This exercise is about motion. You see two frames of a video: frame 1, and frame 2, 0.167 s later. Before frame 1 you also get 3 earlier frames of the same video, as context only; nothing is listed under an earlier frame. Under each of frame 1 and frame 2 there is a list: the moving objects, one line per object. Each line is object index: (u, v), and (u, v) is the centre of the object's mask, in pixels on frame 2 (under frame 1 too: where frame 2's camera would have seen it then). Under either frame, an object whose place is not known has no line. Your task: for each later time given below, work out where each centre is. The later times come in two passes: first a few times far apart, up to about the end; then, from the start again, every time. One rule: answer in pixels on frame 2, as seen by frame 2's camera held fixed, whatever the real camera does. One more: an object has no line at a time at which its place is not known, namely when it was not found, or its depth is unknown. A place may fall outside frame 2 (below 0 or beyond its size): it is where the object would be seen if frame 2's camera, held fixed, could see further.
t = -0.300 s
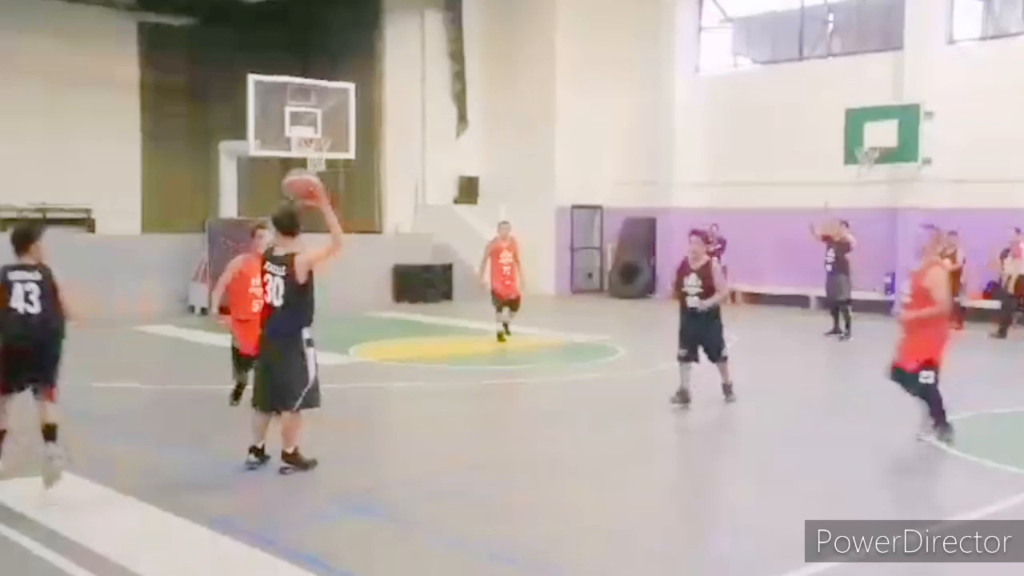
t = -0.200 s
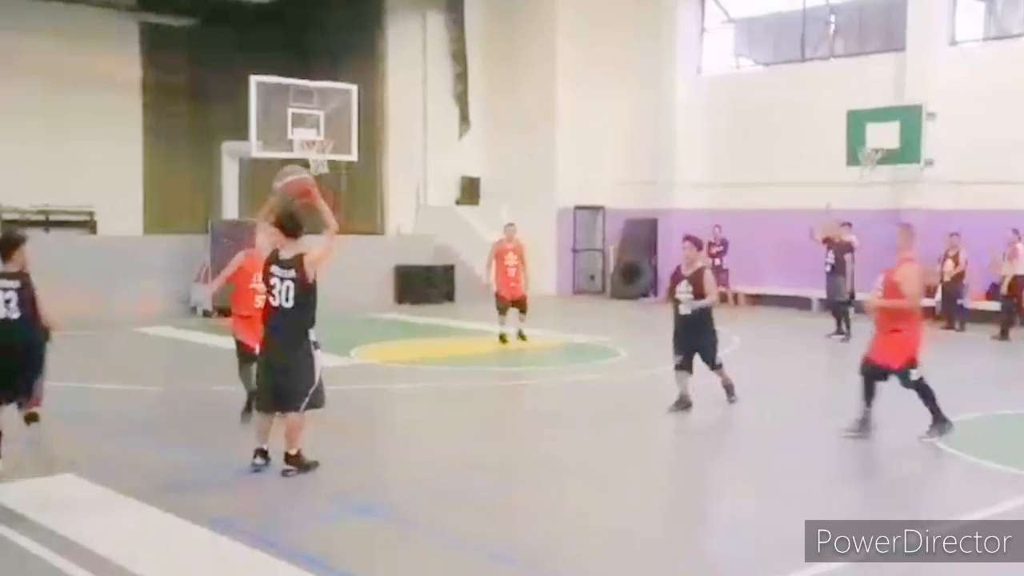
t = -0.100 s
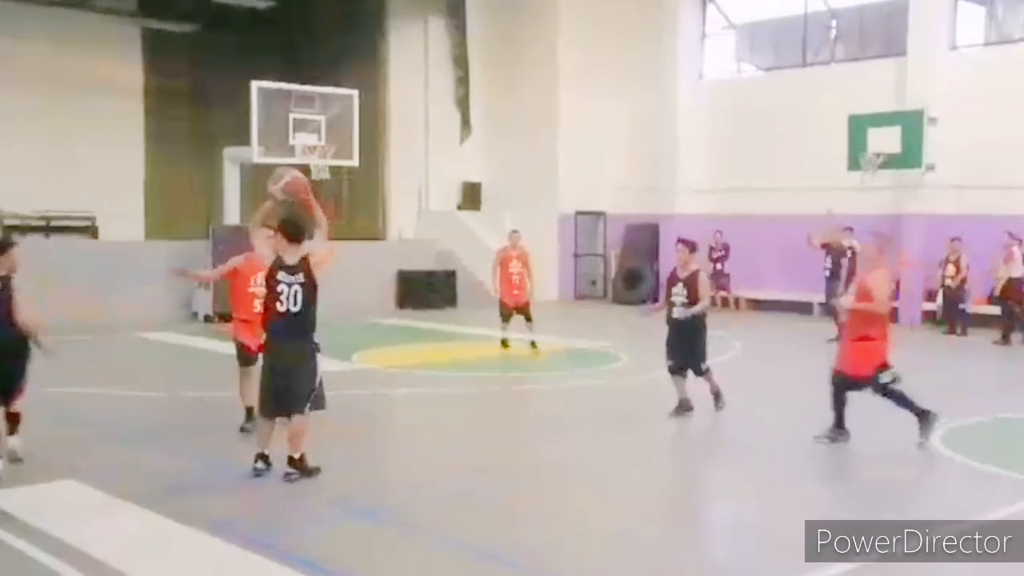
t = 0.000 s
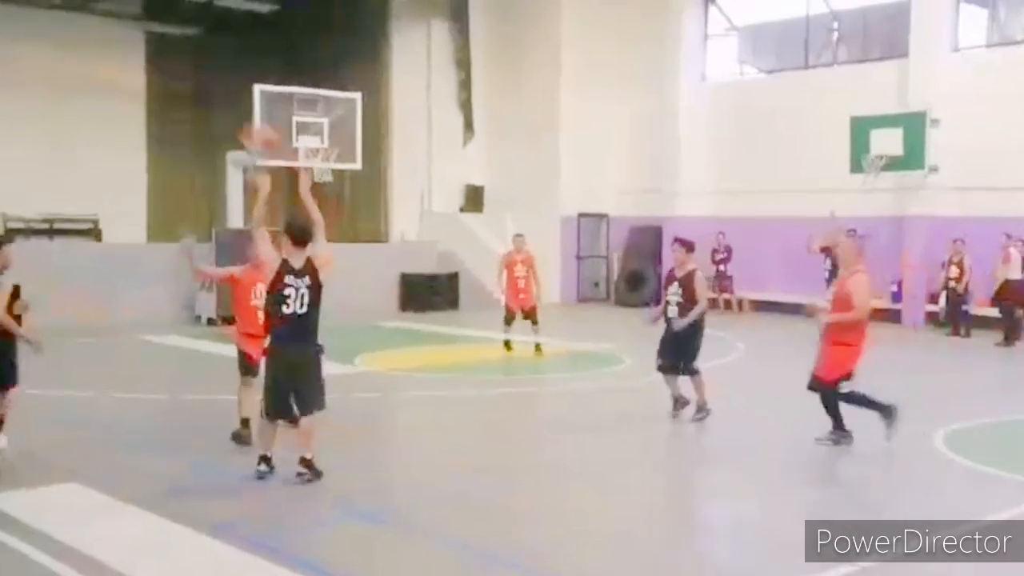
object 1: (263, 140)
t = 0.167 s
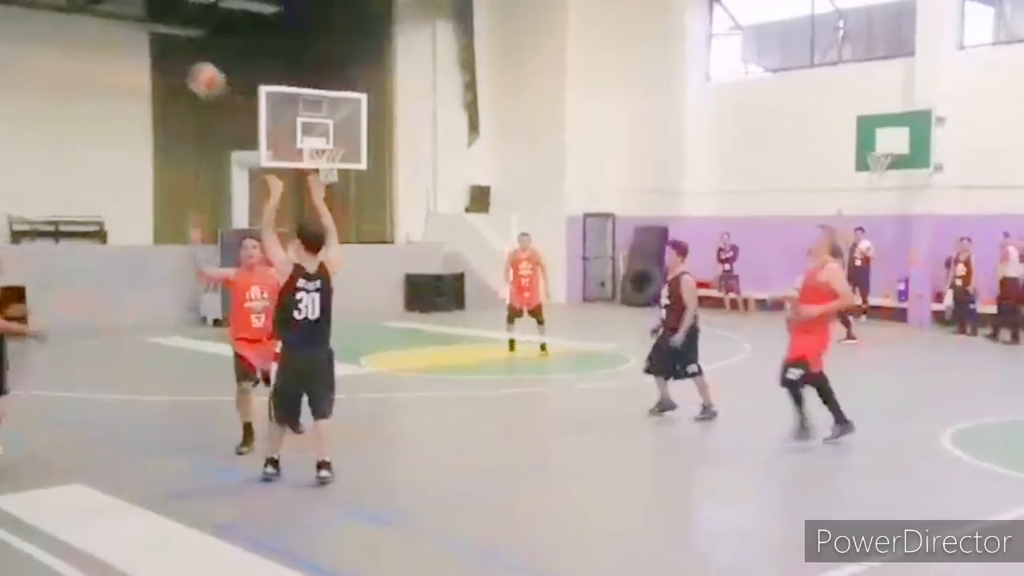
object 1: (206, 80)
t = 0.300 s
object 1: (165, 63)
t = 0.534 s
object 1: (101, 89)
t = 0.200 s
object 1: (194, 73)
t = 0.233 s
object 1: (184, 68)
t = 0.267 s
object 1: (173, 65)
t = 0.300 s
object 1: (165, 63)
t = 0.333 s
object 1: (156, 63)
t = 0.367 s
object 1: (146, 63)
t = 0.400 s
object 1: (137, 65)
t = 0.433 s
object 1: (126, 69)
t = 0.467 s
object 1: (118, 75)
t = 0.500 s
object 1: (108, 81)
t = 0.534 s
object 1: (101, 89)
